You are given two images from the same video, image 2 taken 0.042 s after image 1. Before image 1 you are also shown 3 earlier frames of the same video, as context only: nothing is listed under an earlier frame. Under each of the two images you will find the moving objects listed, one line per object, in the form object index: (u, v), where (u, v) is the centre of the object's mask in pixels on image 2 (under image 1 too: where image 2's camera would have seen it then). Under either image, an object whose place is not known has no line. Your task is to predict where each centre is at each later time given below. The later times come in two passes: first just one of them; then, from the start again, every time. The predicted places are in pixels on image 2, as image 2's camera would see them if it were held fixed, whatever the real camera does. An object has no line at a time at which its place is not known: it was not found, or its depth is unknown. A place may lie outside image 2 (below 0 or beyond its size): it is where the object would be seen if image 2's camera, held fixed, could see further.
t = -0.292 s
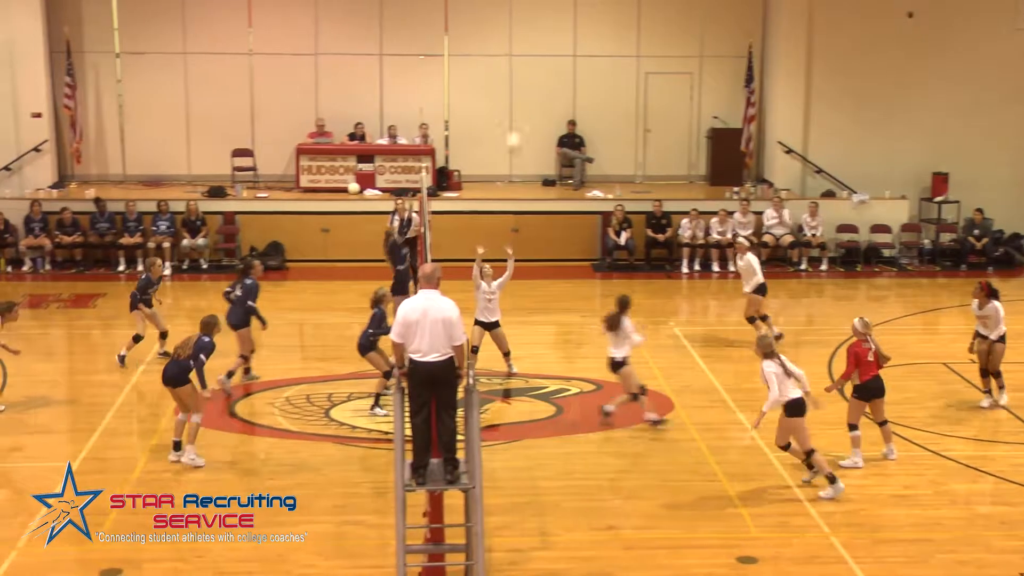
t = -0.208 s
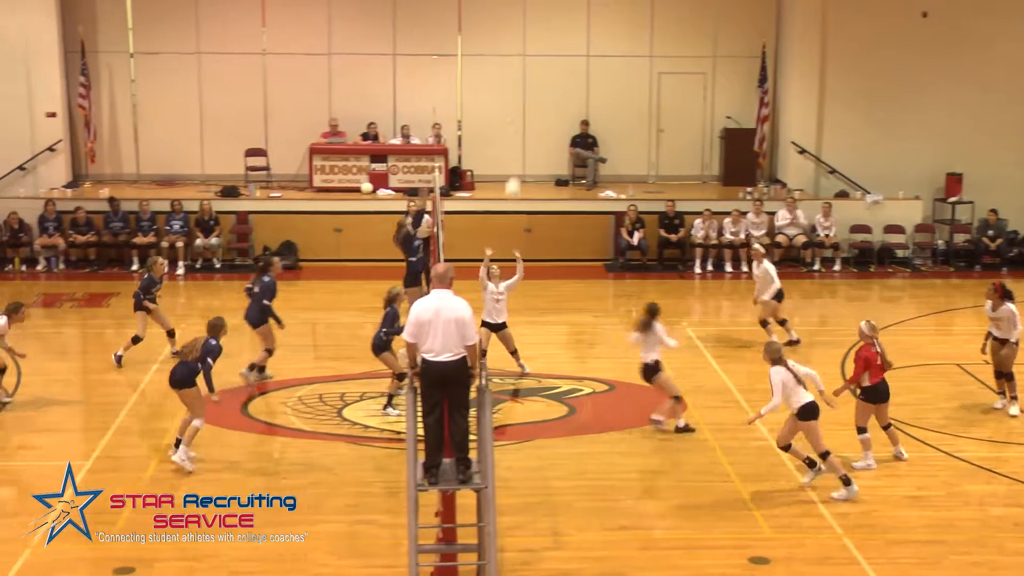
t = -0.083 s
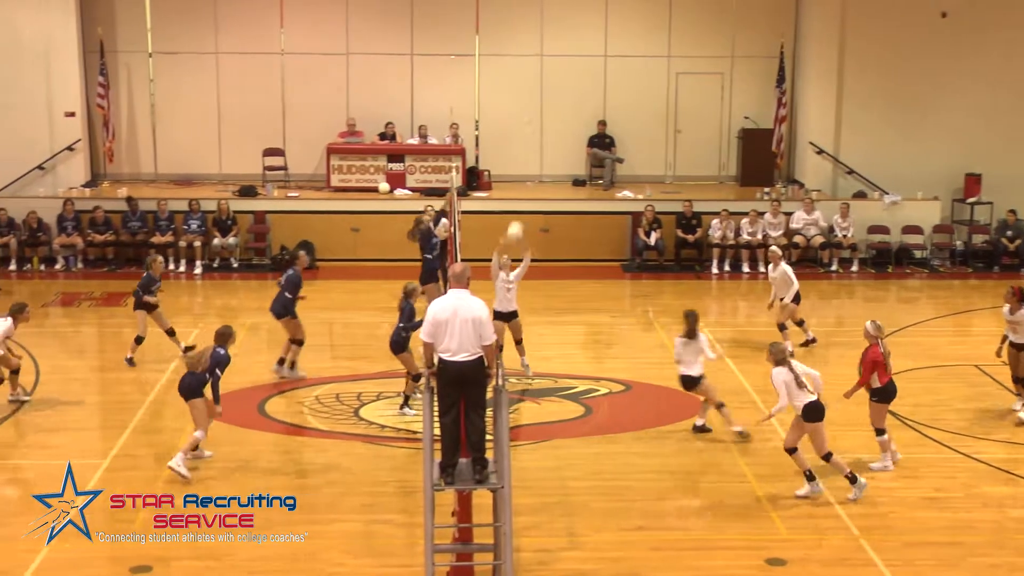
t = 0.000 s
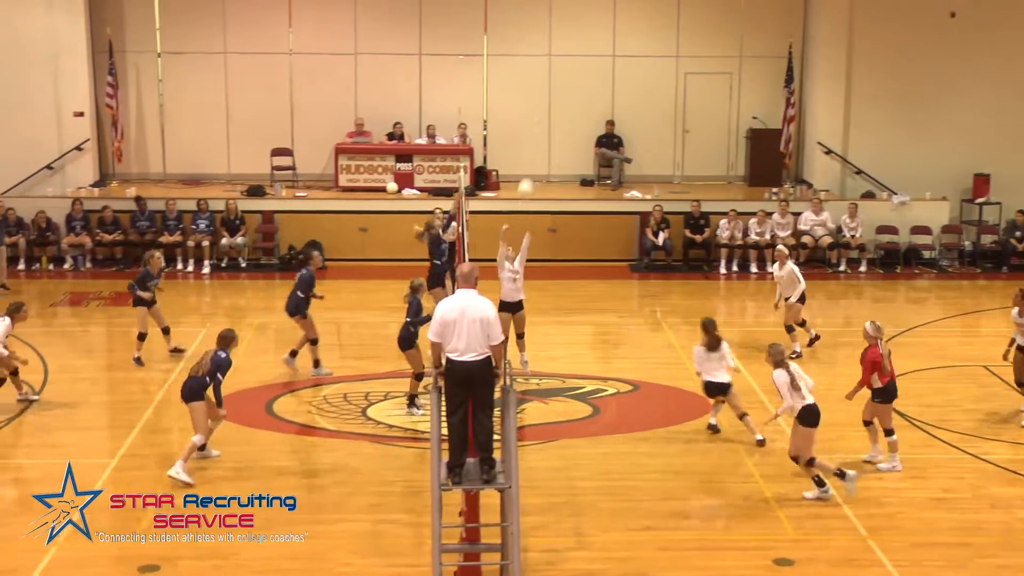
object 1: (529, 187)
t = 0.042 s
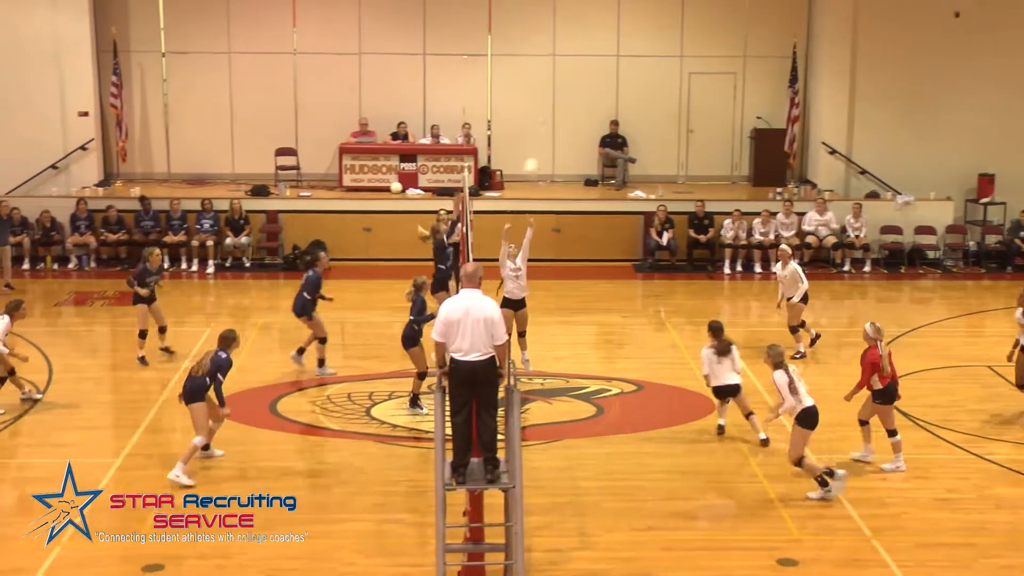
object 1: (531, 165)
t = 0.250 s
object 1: (543, 87)
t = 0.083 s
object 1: (533, 147)
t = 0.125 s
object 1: (536, 133)
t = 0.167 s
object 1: (538, 116)
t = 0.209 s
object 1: (541, 100)
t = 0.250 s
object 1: (543, 87)
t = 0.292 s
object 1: (545, 74)
